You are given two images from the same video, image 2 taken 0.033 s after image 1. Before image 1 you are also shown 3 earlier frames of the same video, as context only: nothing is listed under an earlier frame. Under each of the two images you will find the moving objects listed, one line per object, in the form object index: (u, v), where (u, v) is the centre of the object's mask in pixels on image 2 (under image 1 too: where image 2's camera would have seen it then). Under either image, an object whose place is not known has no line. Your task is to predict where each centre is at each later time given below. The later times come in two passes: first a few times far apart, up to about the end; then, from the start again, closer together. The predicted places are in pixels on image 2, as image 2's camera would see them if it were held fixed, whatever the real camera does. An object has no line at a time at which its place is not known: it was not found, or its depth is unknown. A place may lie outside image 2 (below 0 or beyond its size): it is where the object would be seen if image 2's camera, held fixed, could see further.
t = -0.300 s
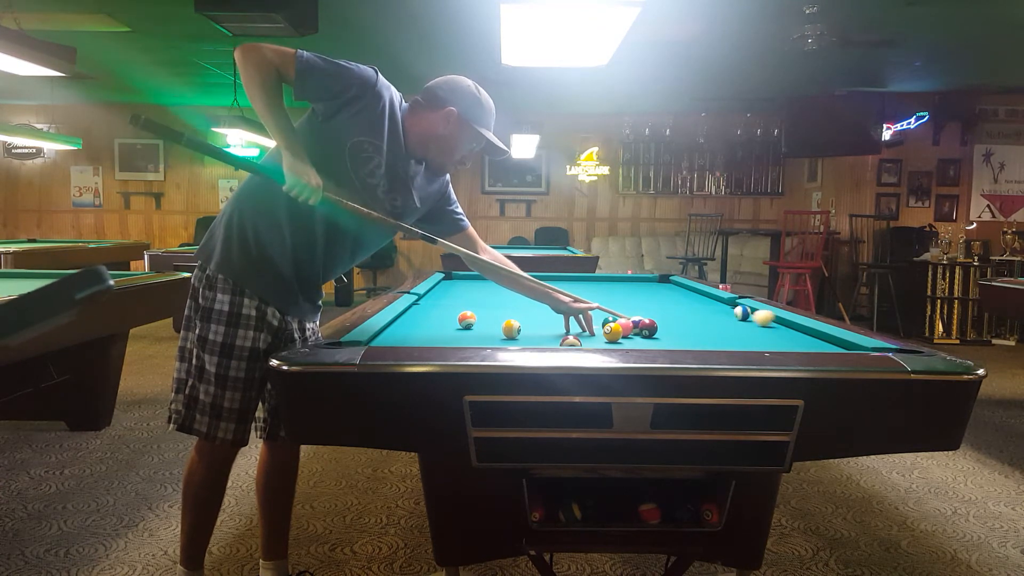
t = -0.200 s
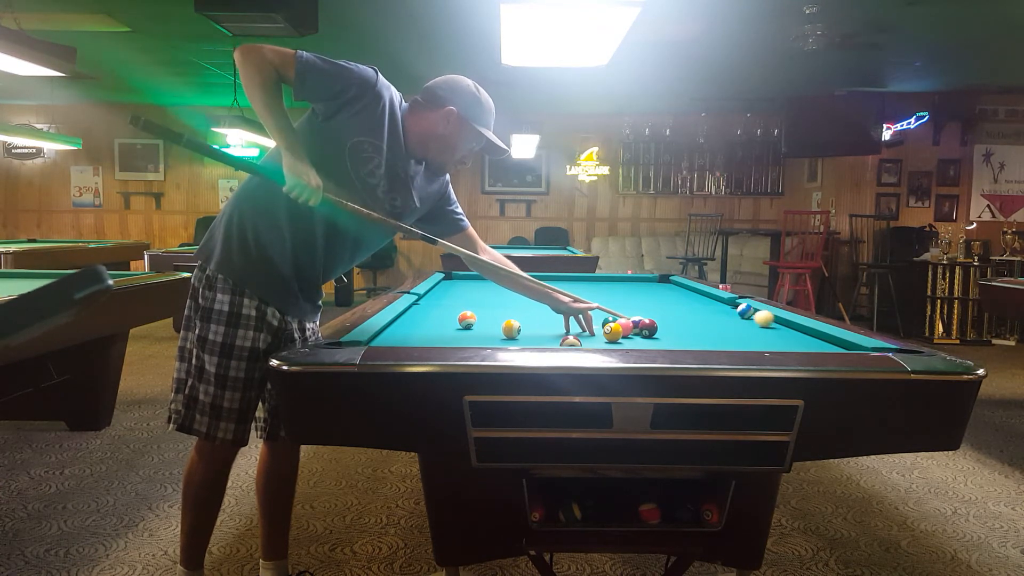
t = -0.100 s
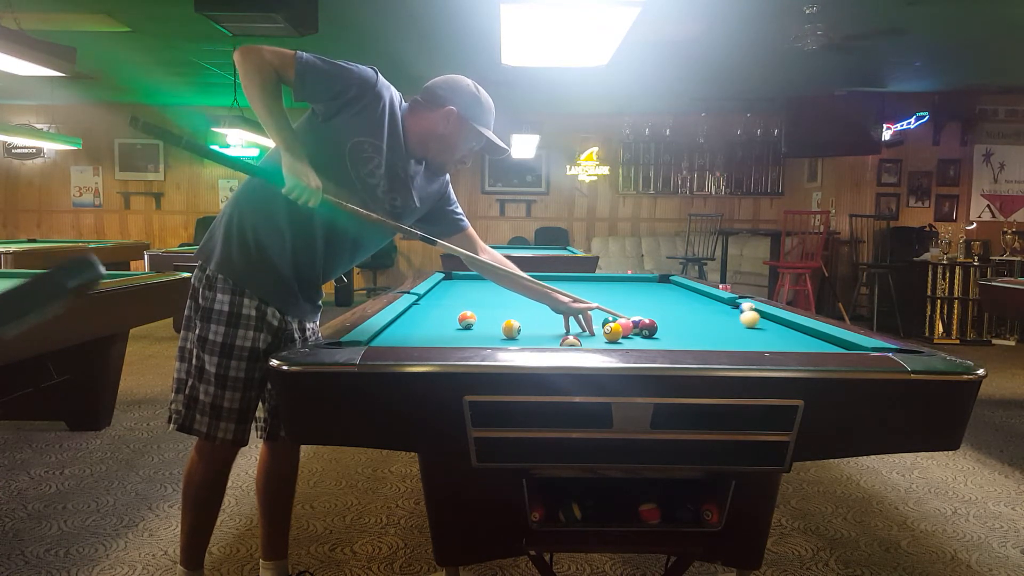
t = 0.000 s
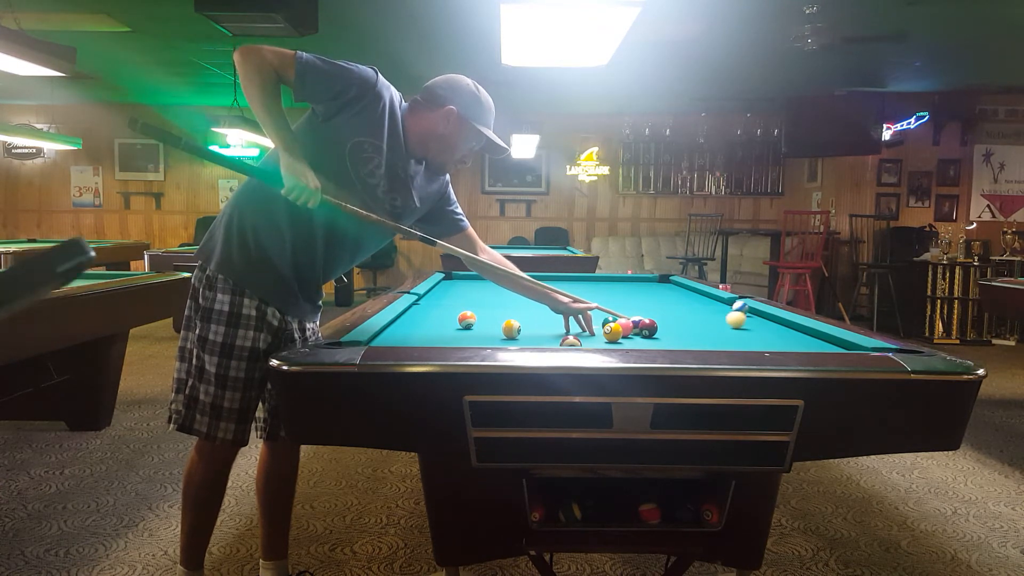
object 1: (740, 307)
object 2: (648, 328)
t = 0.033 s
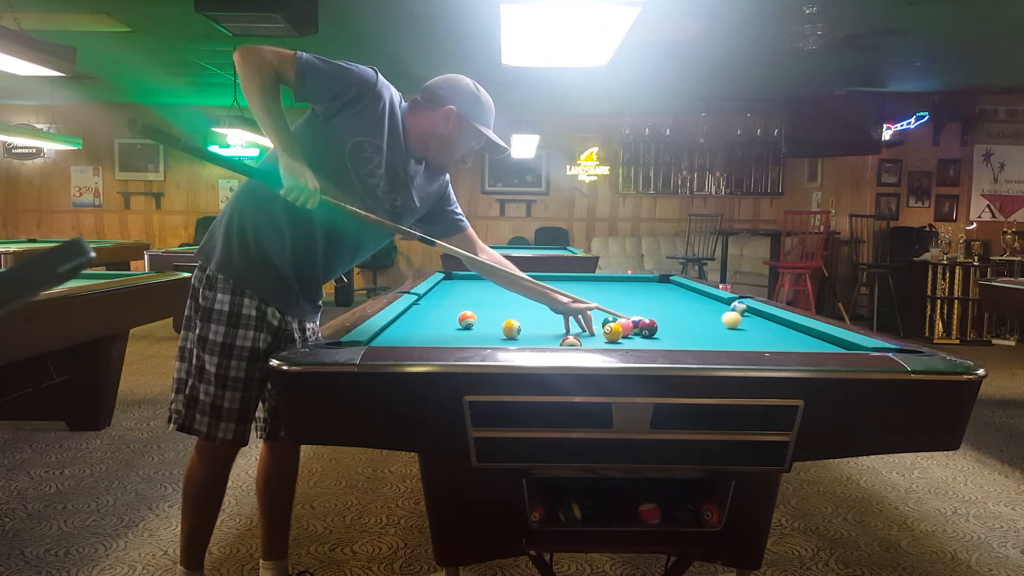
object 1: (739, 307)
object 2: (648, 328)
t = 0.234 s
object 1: (727, 306)
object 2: (648, 328)
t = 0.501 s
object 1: (712, 304)
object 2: (648, 328)
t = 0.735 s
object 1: (701, 302)
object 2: (649, 328)
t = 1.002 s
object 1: (690, 300)
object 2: (652, 329)
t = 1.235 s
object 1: (681, 299)
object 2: (654, 329)
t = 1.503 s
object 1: (672, 297)
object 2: (656, 330)
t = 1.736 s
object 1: (666, 296)
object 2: (657, 330)
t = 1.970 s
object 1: (660, 296)
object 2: (657, 330)
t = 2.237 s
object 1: (655, 295)
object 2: (657, 330)
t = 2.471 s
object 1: (650, 294)
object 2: (657, 330)
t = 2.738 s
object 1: (646, 294)
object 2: (657, 330)
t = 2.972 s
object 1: (643, 293)
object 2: (657, 330)
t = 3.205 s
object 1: (641, 293)
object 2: (657, 330)
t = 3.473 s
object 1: (639, 292)
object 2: (657, 330)
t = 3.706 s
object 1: (639, 292)
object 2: (657, 330)
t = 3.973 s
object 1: (639, 292)
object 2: (657, 330)
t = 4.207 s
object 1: (639, 292)
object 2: (657, 330)
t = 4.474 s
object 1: (639, 292)
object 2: (657, 330)
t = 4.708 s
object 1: (639, 292)
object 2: (657, 330)
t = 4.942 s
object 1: (639, 292)
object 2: (657, 330)
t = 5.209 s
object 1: (639, 292)
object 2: (657, 330)
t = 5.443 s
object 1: (639, 292)
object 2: (657, 330)
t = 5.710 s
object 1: (639, 292)
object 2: (657, 330)
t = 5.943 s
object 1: (639, 292)
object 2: (657, 330)
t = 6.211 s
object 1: (639, 292)
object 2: (657, 330)
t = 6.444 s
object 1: (639, 292)
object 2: (657, 330)
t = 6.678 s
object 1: (639, 292)
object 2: (657, 330)
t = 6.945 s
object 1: (639, 292)
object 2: (657, 330)
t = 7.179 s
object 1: (639, 292)
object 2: (657, 330)
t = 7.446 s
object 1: (639, 292)
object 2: (657, 330)
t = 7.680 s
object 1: (639, 292)
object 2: (657, 330)
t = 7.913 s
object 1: (639, 292)
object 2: (657, 330)
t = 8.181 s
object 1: (639, 292)
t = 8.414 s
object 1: (639, 292)
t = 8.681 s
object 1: (639, 292)
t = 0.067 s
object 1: (737, 307)
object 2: (648, 328)
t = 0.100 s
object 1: (734, 308)
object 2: (648, 328)
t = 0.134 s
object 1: (732, 307)
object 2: (648, 328)
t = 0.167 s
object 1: (730, 307)
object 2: (648, 328)
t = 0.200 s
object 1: (728, 307)
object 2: (648, 328)
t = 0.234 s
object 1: (727, 306)
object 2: (648, 328)
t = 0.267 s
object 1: (725, 305)
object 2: (648, 328)
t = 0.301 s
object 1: (723, 305)
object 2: (648, 328)
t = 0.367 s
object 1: (719, 305)
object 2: (648, 328)
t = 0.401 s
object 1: (717, 305)
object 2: (647, 328)
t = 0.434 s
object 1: (716, 304)
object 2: (648, 328)
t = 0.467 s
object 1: (714, 304)
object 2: (648, 328)
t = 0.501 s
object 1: (712, 304)
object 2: (648, 328)
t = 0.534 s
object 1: (710, 303)
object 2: (648, 328)
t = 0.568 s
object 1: (709, 303)
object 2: (648, 328)
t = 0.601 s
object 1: (707, 303)
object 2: (648, 328)
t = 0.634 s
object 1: (706, 303)
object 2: (648, 328)
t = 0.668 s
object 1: (704, 302)
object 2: (648, 328)
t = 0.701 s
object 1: (703, 302)
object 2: (648, 328)
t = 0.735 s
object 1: (701, 302)
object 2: (649, 328)
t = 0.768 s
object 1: (699, 302)
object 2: (649, 328)
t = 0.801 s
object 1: (698, 301)
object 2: (650, 328)
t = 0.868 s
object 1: (695, 301)
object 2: (650, 328)
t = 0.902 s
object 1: (694, 301)
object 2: (651, 328)
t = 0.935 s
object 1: (693, 301)
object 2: (651, 329)
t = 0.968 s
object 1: (691, 300)
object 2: (651, 329)
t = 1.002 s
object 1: (690, 300)
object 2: (652, 329)
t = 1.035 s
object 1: (688, 300)
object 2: (652, 329)
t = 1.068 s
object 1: (687, 300)
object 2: (652, 329)
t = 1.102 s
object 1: (686, 299)
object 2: (653, 329)
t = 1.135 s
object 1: (684, 300)
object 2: (653, 329)
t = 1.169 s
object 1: (683, 299)
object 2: (653, 329)
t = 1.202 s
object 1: (682, 299)
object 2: (653, 329)
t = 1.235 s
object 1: (681, 299)
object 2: (654, 329)
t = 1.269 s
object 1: (680, 299)
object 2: (654, 330)
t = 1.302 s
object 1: (679, 298)
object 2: (654, 330)
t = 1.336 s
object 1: (678, 298)
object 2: (655, 330)
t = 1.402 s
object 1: (676, 298)
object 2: (655, 330)
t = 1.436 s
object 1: (675, 298)
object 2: (656, 330)
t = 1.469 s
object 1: (674, 298)
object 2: (656, 330)
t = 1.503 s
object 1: (672, 297)
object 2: (656, 330)
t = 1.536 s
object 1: (671, 297)
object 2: (656, 330)
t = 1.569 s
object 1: (671, 297)
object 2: (656, 330)
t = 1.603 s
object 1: (670, 297)
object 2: (657, 330)
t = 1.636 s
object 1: (669, 297)
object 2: (657, 330)
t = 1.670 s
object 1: (668, 297)
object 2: (657, 330)
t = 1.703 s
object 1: (667, 296)
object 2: (657, 330)
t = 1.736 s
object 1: (666, 296)
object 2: (657, 330)
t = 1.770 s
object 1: (665, 296)
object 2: (657, 330)
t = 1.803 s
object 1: (664, 296)
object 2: (657, 330)
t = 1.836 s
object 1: (663, 296)
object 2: (657, 330)
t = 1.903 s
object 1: (662, 296)
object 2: (657, 330)
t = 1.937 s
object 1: (661, 296)
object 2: (657, 330)
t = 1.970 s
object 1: (660, 296)
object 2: (657, 330)
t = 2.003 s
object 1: (659, 296)
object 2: (657, 330)
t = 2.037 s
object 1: (659, 296)
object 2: (657, 330)
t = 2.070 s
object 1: (658, 296)
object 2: (657, 330)
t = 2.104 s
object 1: (657, 295)
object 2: (657, 330)
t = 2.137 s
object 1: (656, 295)
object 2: (657, 330)
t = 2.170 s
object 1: (656, 295)
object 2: (657, 330)
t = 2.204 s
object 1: (655, 295)
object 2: (657, 330)
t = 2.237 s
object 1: (655, 295)
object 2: (657, 330)
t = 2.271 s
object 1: (654, 295)
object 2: (657, 330)
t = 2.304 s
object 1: (653, 294)
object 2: (657, 330)
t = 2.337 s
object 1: (653, 294)
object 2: (657, 330)
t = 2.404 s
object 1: (651, 294)
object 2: (657, 330)
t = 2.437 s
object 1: (651, 294)
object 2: (657, 330)
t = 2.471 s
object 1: (650, 294)
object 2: (657, 330)
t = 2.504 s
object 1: (650, 294)
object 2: (657, 330)
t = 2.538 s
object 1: (649, 294)
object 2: (657, 330)
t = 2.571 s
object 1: (649, 294)
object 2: (657, 330)
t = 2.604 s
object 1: (648, 294)
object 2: (657, 330)
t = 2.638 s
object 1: (647, 294)
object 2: (657, 330)
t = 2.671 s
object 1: (647, 294)
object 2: (657, 330)
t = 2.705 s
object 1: (646, 294)
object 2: (657, 330)
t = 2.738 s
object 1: (646, 294)
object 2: (657, 330)
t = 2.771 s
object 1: (646, 294)
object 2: (657, 330)
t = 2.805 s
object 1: (645, 294)
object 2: (657, 330)
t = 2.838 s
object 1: (645, 294)
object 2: (657, 330)
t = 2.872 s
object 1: (644, 293)
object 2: (657, 330)
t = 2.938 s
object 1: (644, 293)
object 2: (657, 330)
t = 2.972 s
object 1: (643, 293)
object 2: (657, 330)
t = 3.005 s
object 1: (643, 293)
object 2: (657, 330)
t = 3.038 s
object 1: (643, 293)
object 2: (657, 330)
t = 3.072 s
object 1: (642, 293)
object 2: (657, 330)
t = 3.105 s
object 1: (642, 293)
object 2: (657, 330)
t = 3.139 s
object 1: (642, 293)
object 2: (657, 330)
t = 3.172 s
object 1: (642, 293)
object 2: (657, 330)
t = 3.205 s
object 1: (641, 293)
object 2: (657, 330)
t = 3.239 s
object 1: (641, 293)
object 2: (657, 330)
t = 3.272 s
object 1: (641, 292)
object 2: (657, 330)
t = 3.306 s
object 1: (640, 293)
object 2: (657, 330)
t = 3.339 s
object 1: (640, 292)
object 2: (657, 330)
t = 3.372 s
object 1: (640, 292)
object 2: (657, 330)
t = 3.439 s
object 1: (640, 292)
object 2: (657, 330)
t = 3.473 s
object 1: (639, 292)
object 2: (657, 330)
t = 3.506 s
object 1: (639, 292)
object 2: (657, 330)
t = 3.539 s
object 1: (639, 292)
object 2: (657, 330)
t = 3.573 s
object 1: (639, 292)
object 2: (657, 330)
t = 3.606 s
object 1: (639, 292)
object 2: (657, 330)
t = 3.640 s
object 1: (639, 292)
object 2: (657, 330)
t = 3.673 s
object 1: (639, 292)
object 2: (657, 330)
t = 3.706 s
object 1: (639, 292)
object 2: (657, 330)
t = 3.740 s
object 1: (639, 292)
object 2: (657, 330)
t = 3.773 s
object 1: (639, 292)
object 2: (657, 330)
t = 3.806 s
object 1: (639, 292)
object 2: (657, 330)
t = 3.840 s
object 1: (639, 292)
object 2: (657, 330)
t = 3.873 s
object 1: (639, 292)
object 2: (657, 330)
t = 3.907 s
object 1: (639, 292)
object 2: (657, 330)
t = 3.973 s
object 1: (639, 292)
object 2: (657, 330)
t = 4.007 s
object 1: (639, 292)
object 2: (657, 330)
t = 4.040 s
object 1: (639, 292)
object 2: (657, 330)
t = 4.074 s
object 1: (639, 292)
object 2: (657, 330)
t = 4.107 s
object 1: (639, 292)
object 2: (657, 330)
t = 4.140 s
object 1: (639, 292)
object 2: (657, 330)
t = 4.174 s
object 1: (639, 292)
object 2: (657, 330)
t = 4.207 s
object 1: (639, 292)
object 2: (657, 330)
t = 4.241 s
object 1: (639, 292)
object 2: (657, 330)
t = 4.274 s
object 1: (639, 292)
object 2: (657, 330)
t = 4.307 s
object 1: (639, 292)
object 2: (657, 330)
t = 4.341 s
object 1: (639, 292)
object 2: (657, 330)
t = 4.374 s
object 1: (639, 292)
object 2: (657, 330)
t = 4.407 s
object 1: (639, 292)
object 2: (657, 330)
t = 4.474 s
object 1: (639, 292)
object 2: (657, 330)
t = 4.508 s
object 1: (639, 292)
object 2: (657, 330)
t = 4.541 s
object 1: (639, 292)
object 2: (657, 330)
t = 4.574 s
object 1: (639, 292)
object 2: (657, 330)
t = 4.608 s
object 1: (639, 292)
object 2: (657, 330)
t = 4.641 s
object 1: (639, 292)
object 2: (657, 330)
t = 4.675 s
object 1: (639, 292)
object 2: (657, 330)
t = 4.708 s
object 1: (639, 292)
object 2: (657, 330)
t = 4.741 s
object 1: (639, 292)
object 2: (657, 330)
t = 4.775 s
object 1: (639, 292)
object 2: (657, 330)
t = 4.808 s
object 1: (639, 292)
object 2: (657, 330)
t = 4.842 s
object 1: (639, 292)
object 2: (657, 330)
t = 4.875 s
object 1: (639, 292)
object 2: (657, 330)
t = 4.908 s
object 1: (639, 292)
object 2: (657, 330)
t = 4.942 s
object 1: (639, 292)
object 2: (657, 330)
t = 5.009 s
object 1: (639, 292)
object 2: (657, 330)
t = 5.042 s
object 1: (639, 292)
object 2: (657, 330)
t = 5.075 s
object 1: (639, 292)
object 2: (657, 330)
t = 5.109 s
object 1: (639, 292)
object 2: (657, 330)
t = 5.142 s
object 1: (639, 292)
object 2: (657, 330)
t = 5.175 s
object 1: (639, 292)
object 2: (657, 330)
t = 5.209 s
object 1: (639, 292)
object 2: (657, 330)
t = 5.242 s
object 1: (639, 292)
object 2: (657, 330)
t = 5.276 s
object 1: (639, 292)
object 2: (657, 330)
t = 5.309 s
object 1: (639, 292)
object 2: (657, 330)
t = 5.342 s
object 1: (639, 292)
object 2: (657, 330)
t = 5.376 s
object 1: (639, 292)
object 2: (657, 330)
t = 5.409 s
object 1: (639, 292)
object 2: (657, 330)
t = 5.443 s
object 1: (639, 292)
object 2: (657, 330)
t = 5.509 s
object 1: (639, 292)
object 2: (657, 330)
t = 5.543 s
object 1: (639, 292)
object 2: (657, 330)
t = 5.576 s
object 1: (639, 292)
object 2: (657, 330)
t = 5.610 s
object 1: (639, 292)
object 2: (657, 330)
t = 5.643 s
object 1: (639, 292)
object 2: (657, 330)
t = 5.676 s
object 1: (639, 292)
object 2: (657, 330)
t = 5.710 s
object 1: (639, 292)
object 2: (657, 330)
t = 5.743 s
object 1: (639, 292)
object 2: (657, 330)
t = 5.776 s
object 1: (639, 292)
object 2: (657, 330)
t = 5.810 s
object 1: (639, 292)
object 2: (657, 330)
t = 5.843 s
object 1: (639, 292)
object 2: (657, 330)
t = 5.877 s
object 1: (639, 292)
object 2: (657, 330)
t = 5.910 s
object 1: (639, 292)
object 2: (657, 330)
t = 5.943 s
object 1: (639, 292)
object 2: (657, 330)
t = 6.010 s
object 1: (639, 292)
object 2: (657, 330)
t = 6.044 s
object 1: (639, 292)
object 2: (657, 330)
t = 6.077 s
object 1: (639, 292)
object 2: (657, 330)
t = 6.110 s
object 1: (639, 292)
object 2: (657, 330)
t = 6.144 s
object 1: (639, 292)
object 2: (657, 330)
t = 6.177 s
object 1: (639, 292)
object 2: (657, 330)
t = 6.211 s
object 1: (639, 292)
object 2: (657, 330)
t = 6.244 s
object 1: (639, 292)
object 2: (657, 330)
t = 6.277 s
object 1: (639, 292)
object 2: (657, 330)
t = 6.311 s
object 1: (639, 292)
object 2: (657, 330)
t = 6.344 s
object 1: (639, 292)
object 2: (657, 330)
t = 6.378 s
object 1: (639, 292)
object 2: (657, 330)
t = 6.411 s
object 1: (639, 292)
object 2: (657, 330)
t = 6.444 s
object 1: (639, 292)
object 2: (657, 330)
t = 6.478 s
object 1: (639, 292)
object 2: (657, 330)
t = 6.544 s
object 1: (639, 292)
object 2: (657, 330)
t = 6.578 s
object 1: (639, 292)
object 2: (657, 330)
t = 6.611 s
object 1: (639, 292)
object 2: (657, 330)
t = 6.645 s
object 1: (639, 292)
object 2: (657, 330)
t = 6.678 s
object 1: (639, 292)
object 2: (657, 330)
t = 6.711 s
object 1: (639, 292)
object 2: (657, 330)
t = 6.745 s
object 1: (639, 292)
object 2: (657, 330)
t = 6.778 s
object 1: (639, 292)
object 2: (657, 330)
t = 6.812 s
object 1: (639, 292)
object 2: (657, 330)
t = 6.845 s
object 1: (639, 292)
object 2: (657, 330)
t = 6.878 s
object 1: (639, 292)
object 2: (657, 330)
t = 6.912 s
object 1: (639, 292)
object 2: (657, 330)
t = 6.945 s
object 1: (639, 292)
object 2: (657, 330)
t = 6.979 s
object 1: (639, 292)
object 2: (657, 330)
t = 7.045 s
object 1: (639, 292)
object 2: (657, 330)
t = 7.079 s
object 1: (639, 292)
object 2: (657, 330)
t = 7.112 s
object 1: (639, 292)
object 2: (657, 330)
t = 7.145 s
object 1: (639, 292)
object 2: (657, 330)
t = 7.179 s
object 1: (639, 292)
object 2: (657, 330)
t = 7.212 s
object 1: (639, 292)
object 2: (657, 330)
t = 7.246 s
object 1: (639, 292)
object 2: (657, 330)
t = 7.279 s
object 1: (639, 292)
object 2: (657, 330)
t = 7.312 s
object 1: (639, 292)
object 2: (657, 330)
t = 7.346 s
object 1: (639, 292)
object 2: (657, 330)
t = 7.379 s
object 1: (639, 292)
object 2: (657, 330)
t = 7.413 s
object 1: (639, 292)
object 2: (657, 330)
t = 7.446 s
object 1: (639, 292)
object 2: (657, 330)
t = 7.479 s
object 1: (639, 292)
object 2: (657, 330)
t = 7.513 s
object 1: (639, 292)
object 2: (657, 330)
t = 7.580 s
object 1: (639, 292)
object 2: (657, 330)
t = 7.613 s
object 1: (639, 292)
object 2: (657, 330)
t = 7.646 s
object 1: (639, 292)
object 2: (657, 330)
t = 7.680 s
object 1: (639, 292)
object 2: (657, 330)
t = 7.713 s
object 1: (639, 292)
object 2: (657, 330)
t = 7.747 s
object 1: (639, 292)
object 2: (657, 330)
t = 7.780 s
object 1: (639, 292)
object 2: (657, 330)
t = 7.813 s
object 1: (639, 292)
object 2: (657, 330)
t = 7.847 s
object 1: (639, 292)
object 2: (657, 330)
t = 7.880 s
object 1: (639, 292)
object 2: (657, 330)
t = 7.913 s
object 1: (639, 292)
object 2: (657, 330)
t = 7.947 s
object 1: (639, 292)
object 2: (657, 330)
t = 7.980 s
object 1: (639, 292)
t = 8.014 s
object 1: (639, 292)
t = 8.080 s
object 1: (639, 292)
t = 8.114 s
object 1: (639, 292)
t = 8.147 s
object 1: (639, 292)
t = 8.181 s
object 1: (639, 292)
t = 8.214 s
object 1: (639, 292)
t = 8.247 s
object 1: (639, 292)
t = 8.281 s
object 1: (639, 292)
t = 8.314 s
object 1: (639, 292)
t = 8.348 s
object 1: (639, 292)
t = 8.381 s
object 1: (639, 292)
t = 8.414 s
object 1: (639, 292)
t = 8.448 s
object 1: (639, 292)
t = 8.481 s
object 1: (639, 292)
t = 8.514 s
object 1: (639, 292)
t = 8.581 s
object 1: (639, 292)
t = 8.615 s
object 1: (639, 292)
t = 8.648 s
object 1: (639, 292)
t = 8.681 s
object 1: (639, 292)
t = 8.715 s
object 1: (639, 292)
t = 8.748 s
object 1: (639, 292)
